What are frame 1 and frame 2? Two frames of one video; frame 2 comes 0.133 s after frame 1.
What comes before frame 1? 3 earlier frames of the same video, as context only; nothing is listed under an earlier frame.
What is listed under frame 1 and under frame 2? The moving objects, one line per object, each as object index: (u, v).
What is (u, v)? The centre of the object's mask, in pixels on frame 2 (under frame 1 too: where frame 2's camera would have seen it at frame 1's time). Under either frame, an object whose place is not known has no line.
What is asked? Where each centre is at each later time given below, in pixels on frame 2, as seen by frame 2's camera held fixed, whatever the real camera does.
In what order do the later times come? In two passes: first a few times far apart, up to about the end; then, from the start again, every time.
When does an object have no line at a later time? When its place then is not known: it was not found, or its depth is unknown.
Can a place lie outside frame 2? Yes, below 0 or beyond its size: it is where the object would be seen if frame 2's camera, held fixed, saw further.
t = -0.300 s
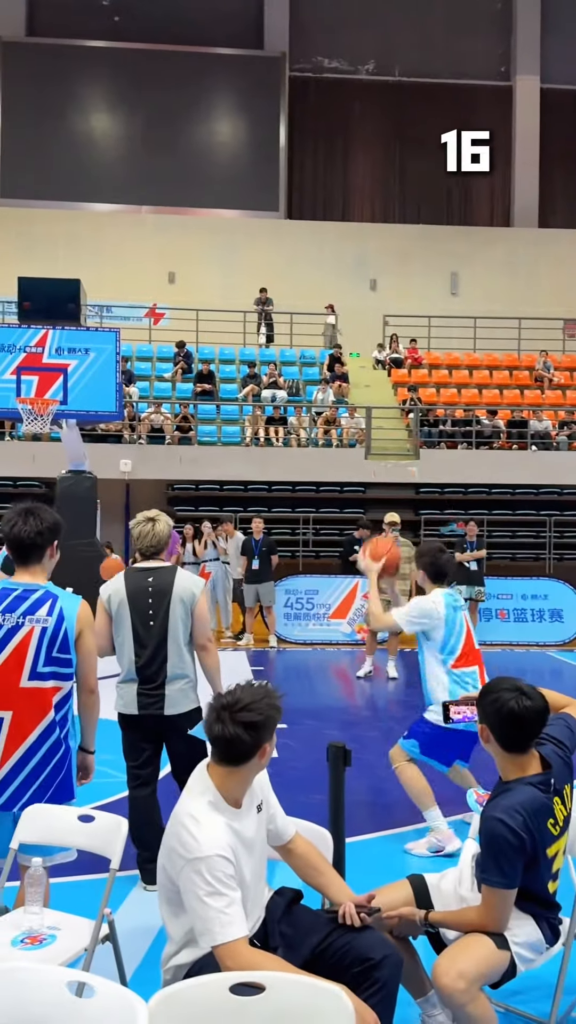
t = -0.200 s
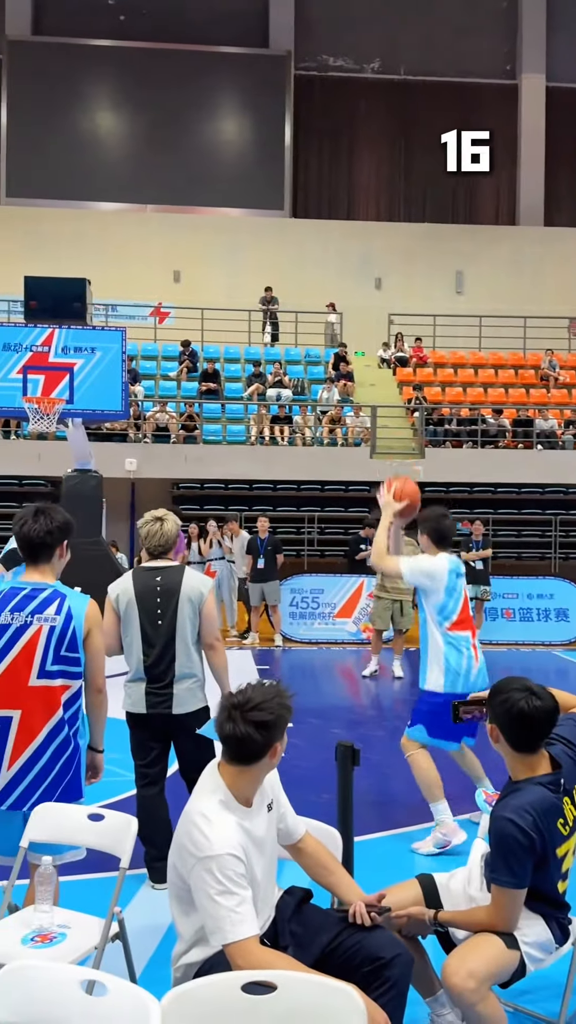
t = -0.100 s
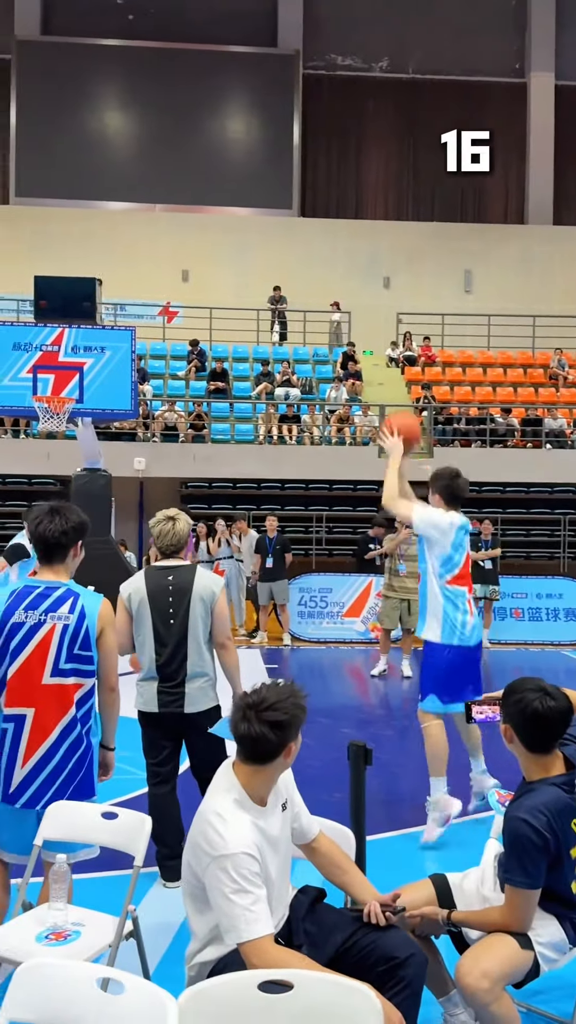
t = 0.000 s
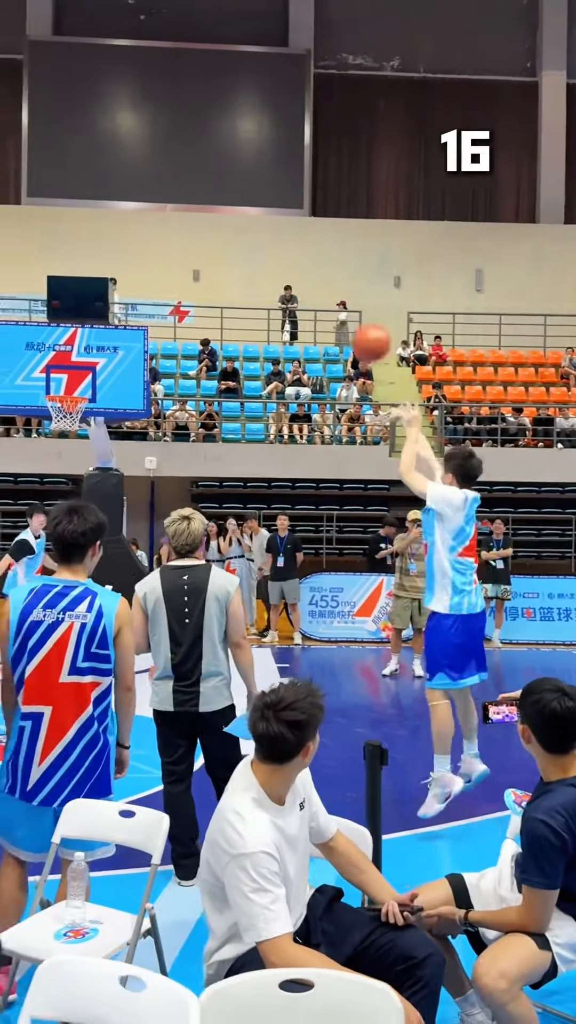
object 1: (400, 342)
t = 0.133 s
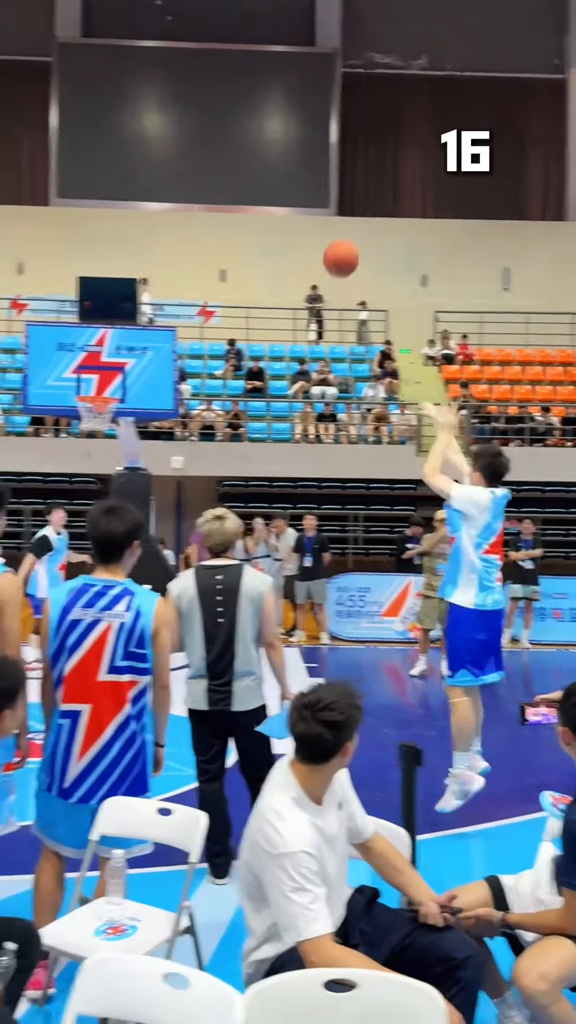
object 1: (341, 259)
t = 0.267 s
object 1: (294, 211)
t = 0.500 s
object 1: (230, 194)
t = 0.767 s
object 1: (172, 243)
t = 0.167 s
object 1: (328, 243)
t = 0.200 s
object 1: (316, 232)
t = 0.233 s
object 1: (305, 220)
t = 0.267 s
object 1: (294, 211)
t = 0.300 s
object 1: (284, 204)
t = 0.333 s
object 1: (274, 199)
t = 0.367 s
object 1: (265, 195)
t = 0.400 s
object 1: (256, 193)
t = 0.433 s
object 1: (247, 192)
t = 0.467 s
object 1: (239, 193)
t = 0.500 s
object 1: (230, 194)
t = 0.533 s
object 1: (222, 196)
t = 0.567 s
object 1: (214, 200)
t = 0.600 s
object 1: (206, 205)
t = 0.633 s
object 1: (199, 210)
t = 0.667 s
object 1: (192, 218)
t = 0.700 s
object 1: (185, 226)
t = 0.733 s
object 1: (179, 234)
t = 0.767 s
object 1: (172, 243)
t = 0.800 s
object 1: (166, 254)
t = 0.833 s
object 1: (160, 264)
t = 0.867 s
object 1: (154, 275)
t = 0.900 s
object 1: (147, 288)
